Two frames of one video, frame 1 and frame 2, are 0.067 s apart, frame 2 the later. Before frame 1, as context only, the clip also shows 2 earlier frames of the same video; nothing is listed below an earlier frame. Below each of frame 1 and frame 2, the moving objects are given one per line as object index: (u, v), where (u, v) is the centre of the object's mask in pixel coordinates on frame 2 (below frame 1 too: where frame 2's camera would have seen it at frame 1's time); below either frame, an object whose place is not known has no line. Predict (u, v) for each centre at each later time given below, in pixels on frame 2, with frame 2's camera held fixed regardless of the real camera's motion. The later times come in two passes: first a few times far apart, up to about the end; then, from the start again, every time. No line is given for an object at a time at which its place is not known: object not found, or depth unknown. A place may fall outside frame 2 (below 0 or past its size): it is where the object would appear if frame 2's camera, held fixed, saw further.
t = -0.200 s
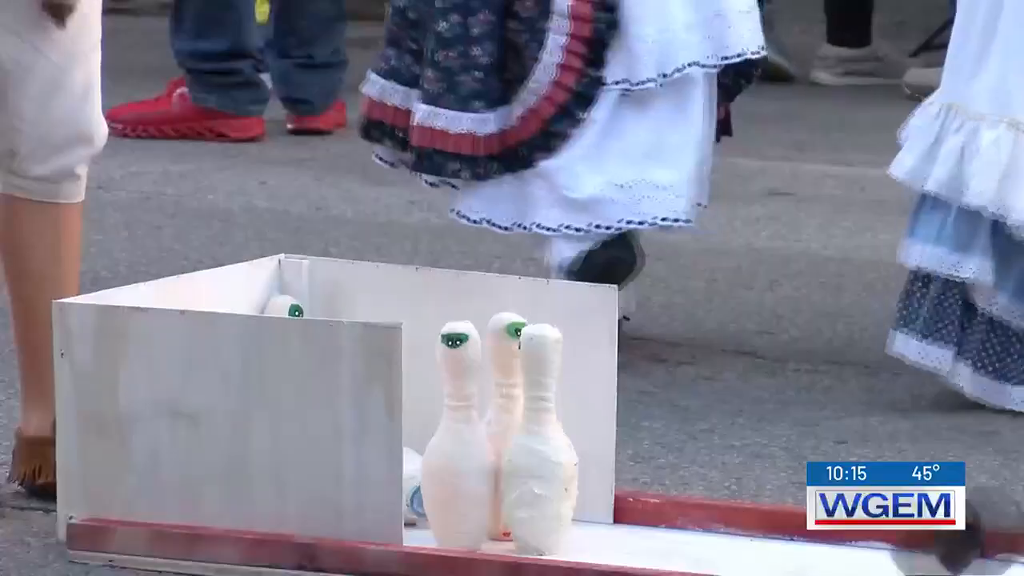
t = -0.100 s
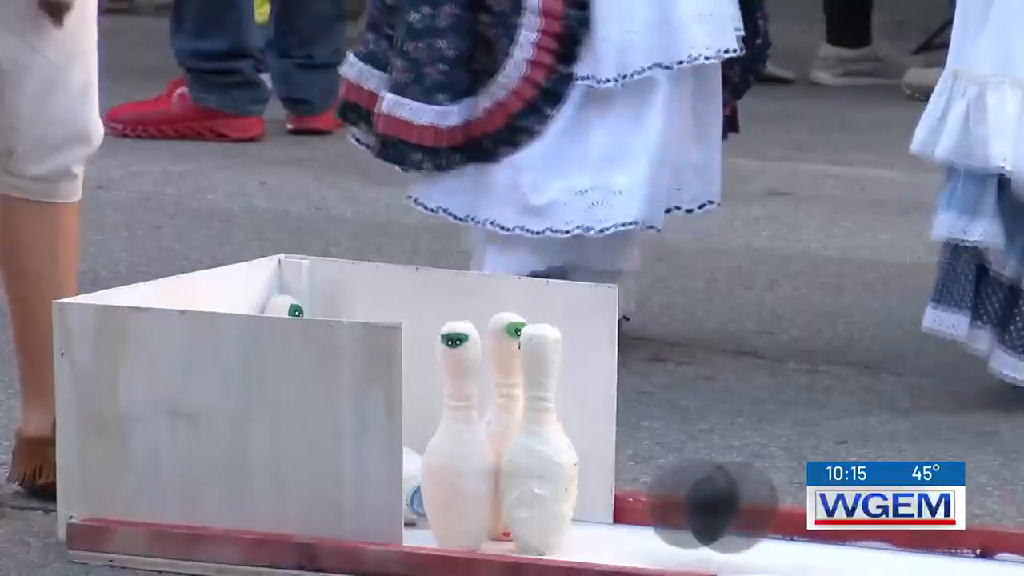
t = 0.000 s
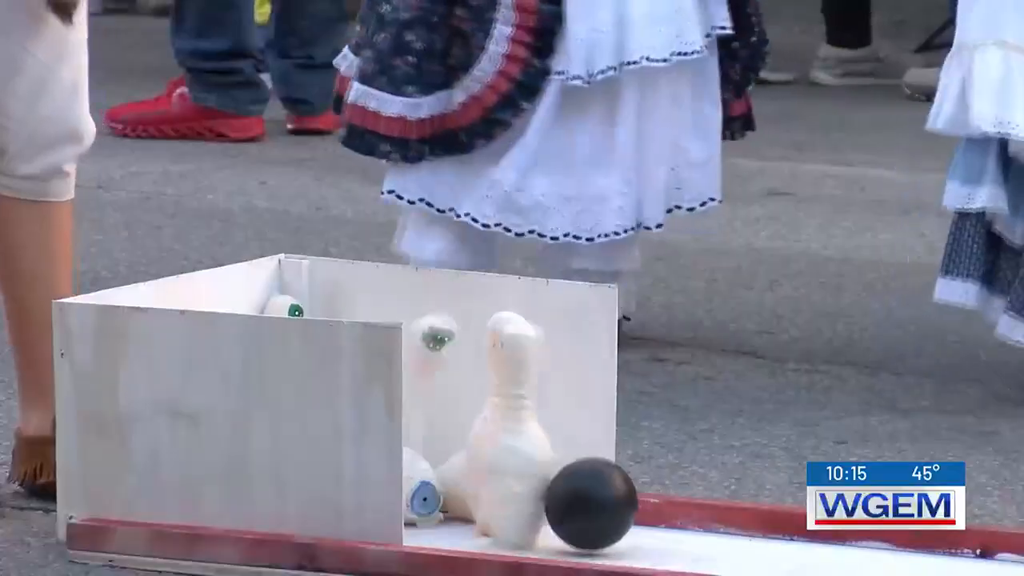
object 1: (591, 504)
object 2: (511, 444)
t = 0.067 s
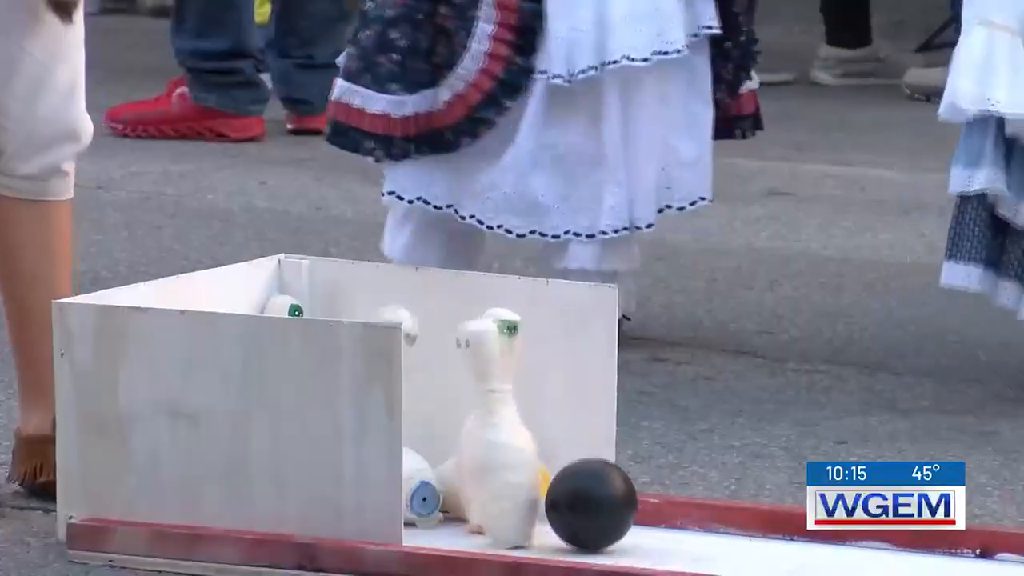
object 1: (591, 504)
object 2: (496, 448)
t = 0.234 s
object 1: (596, 497)
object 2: (465, 483)
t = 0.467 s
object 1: (618, 488)
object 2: (449, 502)
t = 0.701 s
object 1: (626, 488)
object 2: (455, 505)
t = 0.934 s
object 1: (642, 488)
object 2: (455, 504)
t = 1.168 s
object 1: (664, 490)
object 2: (454, 504)
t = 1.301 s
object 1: (672, 490)
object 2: (454, 504)
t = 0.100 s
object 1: (591, 503)
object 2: (489, 446)
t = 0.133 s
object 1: (592, 502)
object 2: (480, 445)
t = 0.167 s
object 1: (593, 501)
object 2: (470, 451)
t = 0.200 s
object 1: (594, 499)
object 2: (467, 465)
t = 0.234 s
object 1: (596, 497)
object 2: (465, 483)
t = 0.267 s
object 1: (598, 496)
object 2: (459, 495)
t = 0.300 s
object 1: (600, 494)
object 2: (458, 499)
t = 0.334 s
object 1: (603, 493)
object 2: (459, 499)
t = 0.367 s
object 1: (606, 491)
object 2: (456, 501)
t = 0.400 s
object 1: (610, 490)
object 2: (451, 502)
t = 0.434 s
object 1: (614, 489)
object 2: (449, 502)
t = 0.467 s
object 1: (618, 488)
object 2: (449, 502)
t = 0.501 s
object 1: (623, 486)
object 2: (451, 503)
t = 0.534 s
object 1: (625, 483)
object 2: (448, 498)
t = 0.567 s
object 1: (624, 483)
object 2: (455, 505)
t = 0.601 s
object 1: (623, 487)
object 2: (455, 505)
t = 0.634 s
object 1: (624, 487)
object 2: (455, 505)
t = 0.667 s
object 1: (625, 488)
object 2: (456, 505)
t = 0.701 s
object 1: (626, 488)
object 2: (455, 505)
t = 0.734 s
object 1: (627, 489)
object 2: (455, 505)
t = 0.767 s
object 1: (629, 489)
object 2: (455, 505)
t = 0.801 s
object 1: (631, 488)
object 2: (455, 504)
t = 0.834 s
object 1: (634, 488)
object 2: (455, 504)
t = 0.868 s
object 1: (636, 488)
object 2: (455, 504)
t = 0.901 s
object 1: (639, 488)
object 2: (454, 504)
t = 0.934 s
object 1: (642, 488)
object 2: (455, 504)
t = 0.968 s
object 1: (646, 488)
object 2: (455, 504)
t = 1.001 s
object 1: (650, 488)
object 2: (455, 504)
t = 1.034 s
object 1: (654, 488)
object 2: (455, 504)
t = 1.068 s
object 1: (657, 489)
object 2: (454, 504)
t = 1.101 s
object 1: (659, 489)
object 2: (454, 504)
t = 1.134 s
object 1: (662, 490)
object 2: (454, 504)
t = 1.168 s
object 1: (664, 490)
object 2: (454, 504)
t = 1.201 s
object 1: (666, 491)
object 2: (454, 504)
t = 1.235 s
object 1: (667, 491)
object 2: (454, 504)
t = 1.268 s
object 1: (671, 490)
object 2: (454, 504)
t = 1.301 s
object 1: (672, 490)
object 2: (454, 504)
